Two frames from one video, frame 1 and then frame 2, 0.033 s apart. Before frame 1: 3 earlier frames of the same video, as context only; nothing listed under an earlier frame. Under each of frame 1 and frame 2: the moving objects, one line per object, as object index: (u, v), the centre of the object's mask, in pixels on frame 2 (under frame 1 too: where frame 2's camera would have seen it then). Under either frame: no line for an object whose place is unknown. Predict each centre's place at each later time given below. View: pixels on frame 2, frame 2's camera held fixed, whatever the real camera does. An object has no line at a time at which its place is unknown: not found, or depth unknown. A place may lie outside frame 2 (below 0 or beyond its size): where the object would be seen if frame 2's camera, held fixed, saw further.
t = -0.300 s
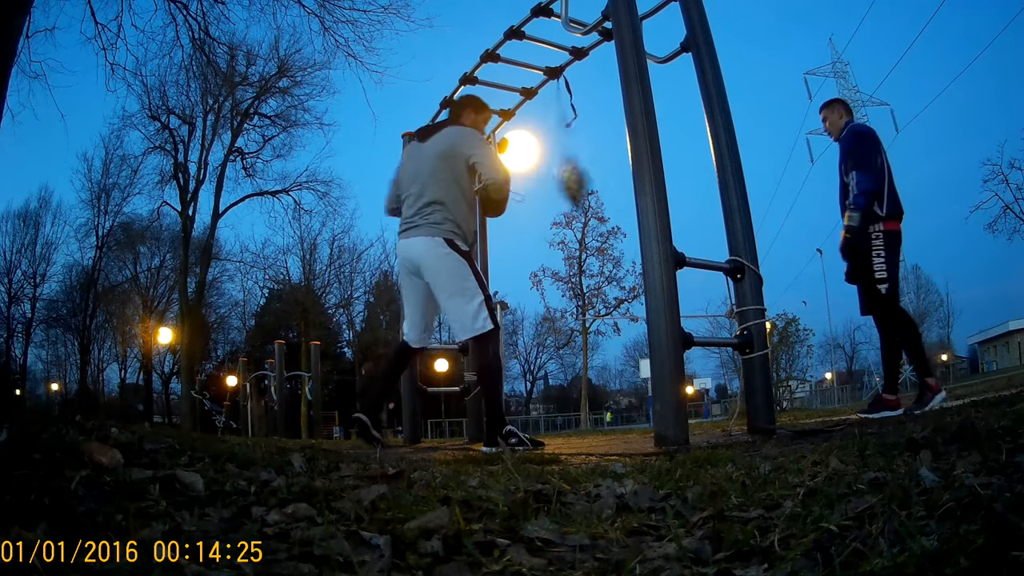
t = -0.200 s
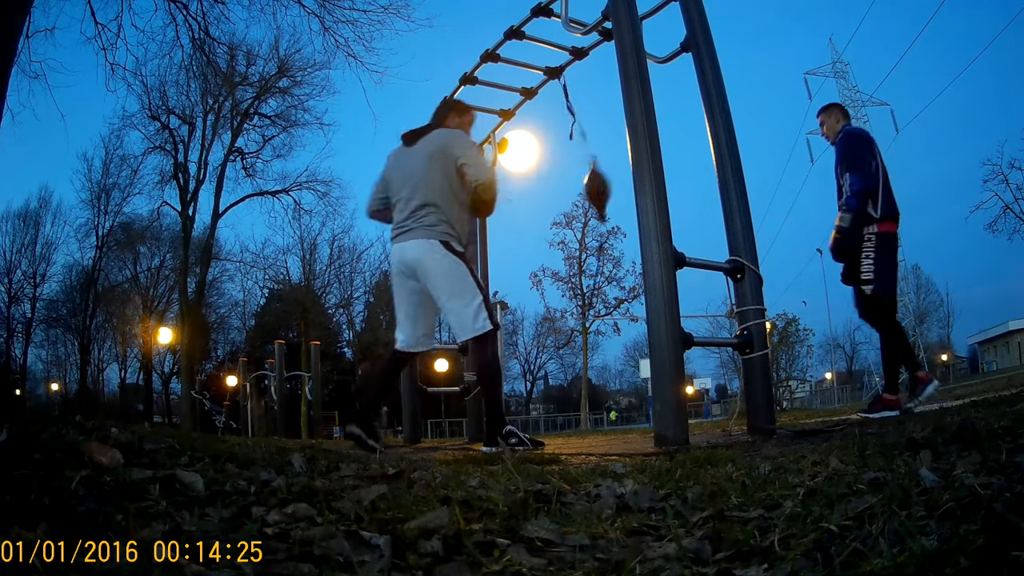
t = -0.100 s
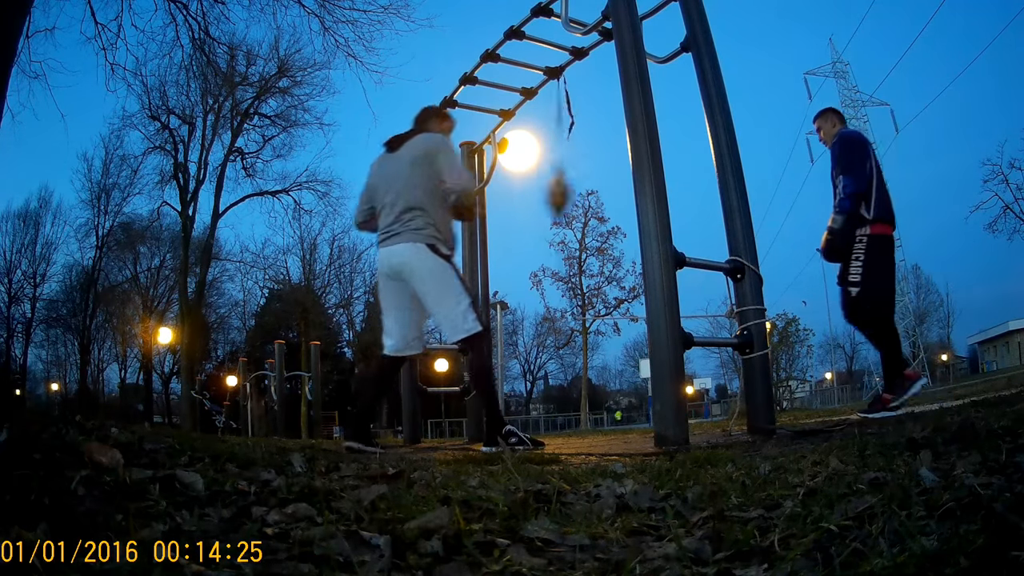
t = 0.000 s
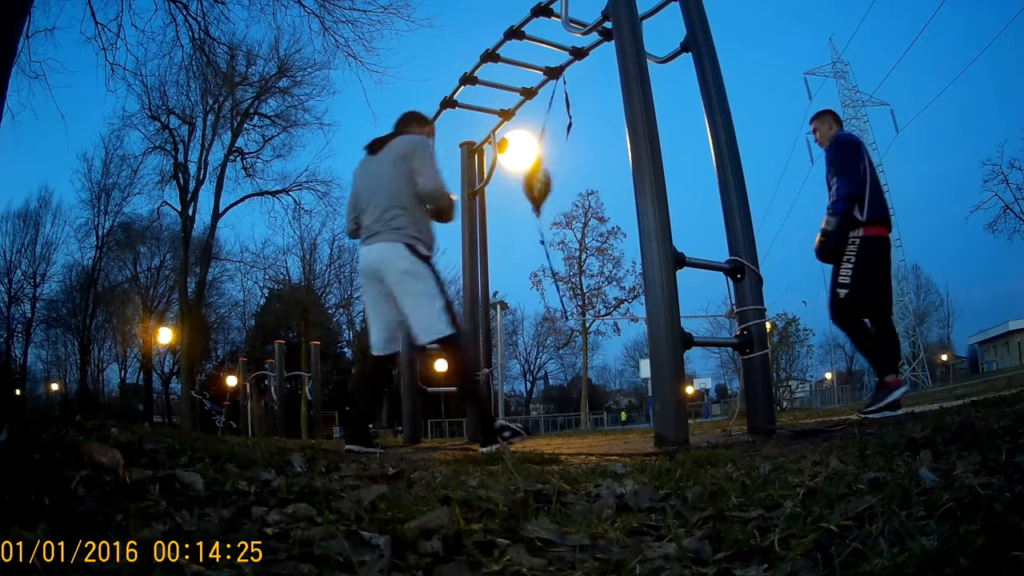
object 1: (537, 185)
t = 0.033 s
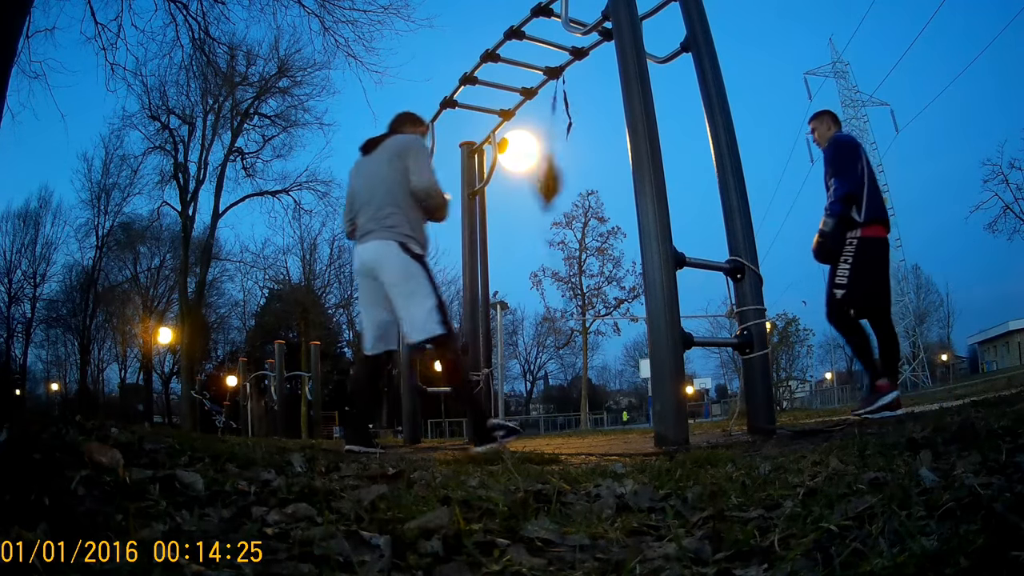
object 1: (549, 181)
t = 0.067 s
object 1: (563, 179)
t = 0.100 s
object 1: (578, 183)
